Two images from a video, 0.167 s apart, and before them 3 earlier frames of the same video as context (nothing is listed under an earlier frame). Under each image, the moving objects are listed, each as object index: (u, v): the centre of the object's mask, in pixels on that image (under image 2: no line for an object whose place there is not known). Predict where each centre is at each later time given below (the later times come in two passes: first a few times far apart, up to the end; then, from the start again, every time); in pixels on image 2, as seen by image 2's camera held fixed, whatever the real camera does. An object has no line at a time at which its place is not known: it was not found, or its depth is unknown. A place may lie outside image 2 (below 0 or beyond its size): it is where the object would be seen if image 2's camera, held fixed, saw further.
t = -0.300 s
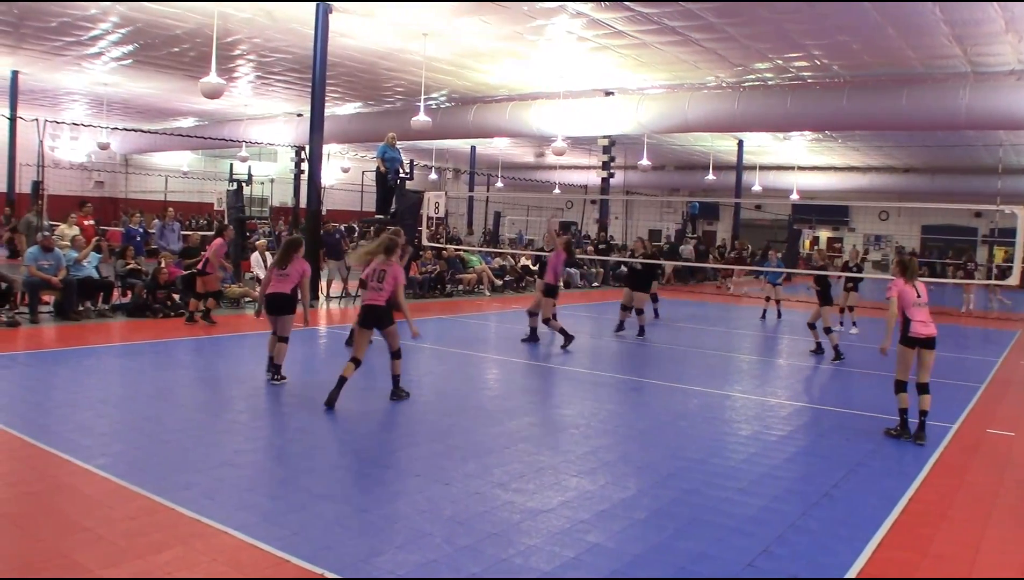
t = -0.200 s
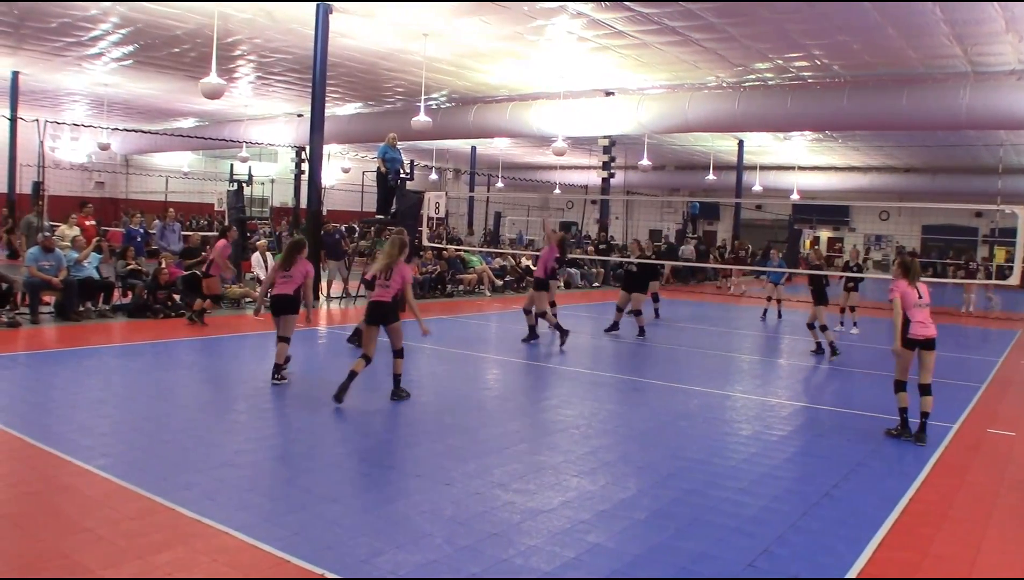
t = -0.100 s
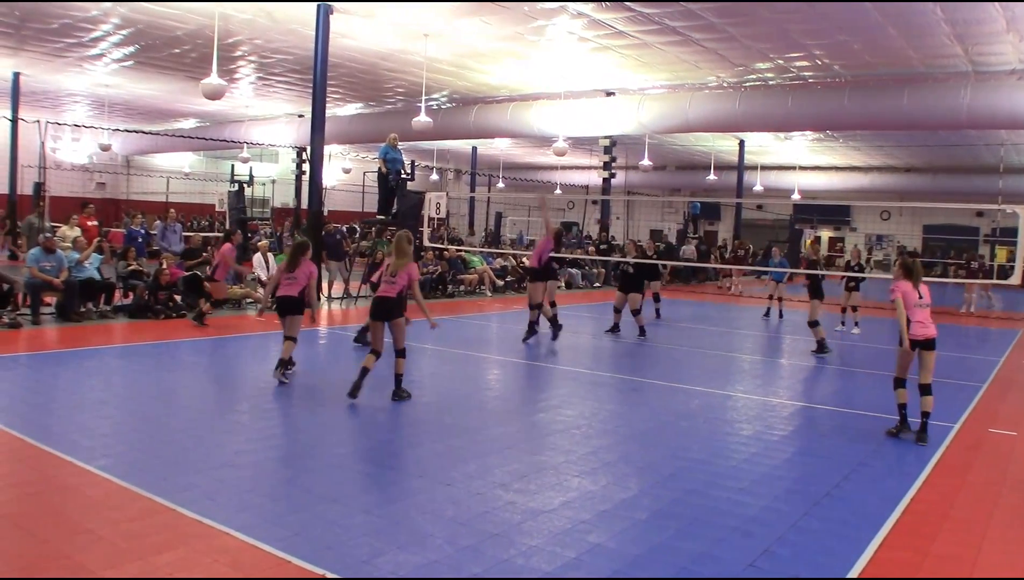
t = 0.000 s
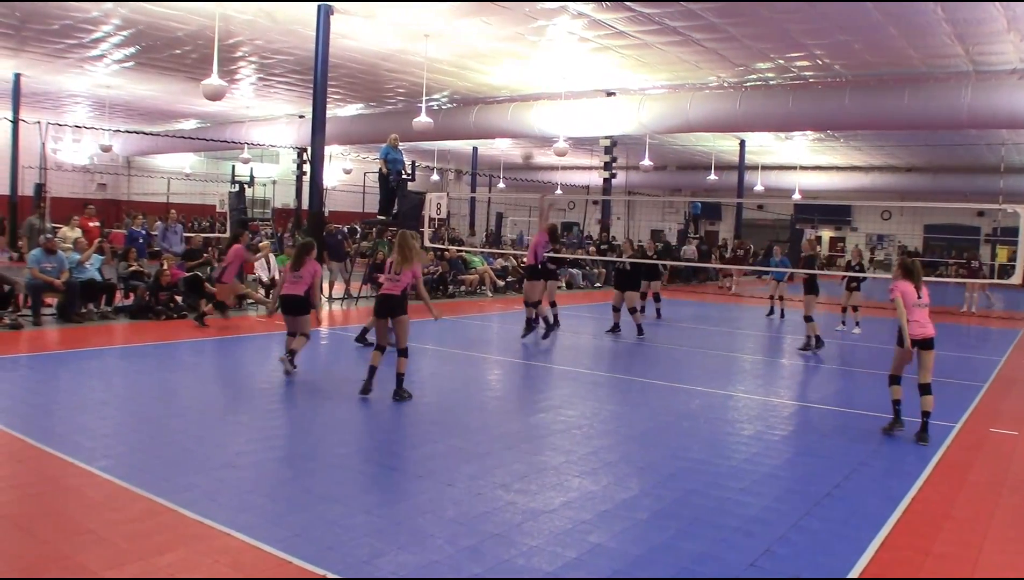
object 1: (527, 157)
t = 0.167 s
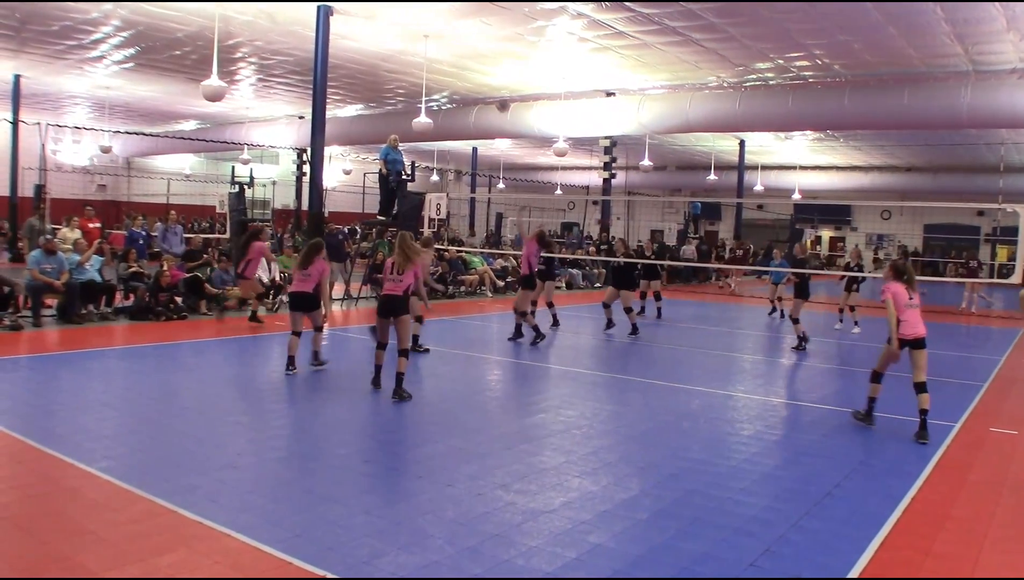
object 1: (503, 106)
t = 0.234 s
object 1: (493, 90)
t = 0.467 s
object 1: (461, 59)
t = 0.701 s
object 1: (428, 65)
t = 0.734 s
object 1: (423, 69)
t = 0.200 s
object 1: (498, 98)
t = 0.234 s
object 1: (493, 90)
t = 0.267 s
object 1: (489, 84)
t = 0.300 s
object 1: (484, 78)
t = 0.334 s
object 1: (479, 72)
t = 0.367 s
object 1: (475, 68)
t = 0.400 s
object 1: (470, 64)
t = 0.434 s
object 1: (465, 62)
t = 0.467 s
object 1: (461, 59)
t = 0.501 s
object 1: (456, 58)
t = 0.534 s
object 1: (451, 58)
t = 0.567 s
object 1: (446, 58)
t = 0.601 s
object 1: (441, 59)
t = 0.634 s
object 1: (437, 60)
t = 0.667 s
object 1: (433, 62)
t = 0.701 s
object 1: (428, 65)
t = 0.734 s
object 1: (423, 69)
